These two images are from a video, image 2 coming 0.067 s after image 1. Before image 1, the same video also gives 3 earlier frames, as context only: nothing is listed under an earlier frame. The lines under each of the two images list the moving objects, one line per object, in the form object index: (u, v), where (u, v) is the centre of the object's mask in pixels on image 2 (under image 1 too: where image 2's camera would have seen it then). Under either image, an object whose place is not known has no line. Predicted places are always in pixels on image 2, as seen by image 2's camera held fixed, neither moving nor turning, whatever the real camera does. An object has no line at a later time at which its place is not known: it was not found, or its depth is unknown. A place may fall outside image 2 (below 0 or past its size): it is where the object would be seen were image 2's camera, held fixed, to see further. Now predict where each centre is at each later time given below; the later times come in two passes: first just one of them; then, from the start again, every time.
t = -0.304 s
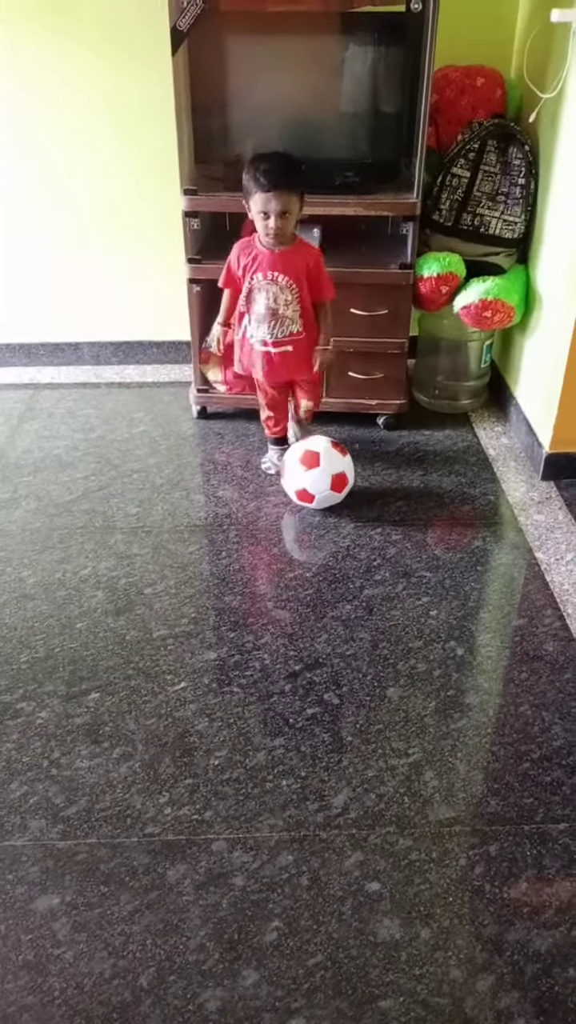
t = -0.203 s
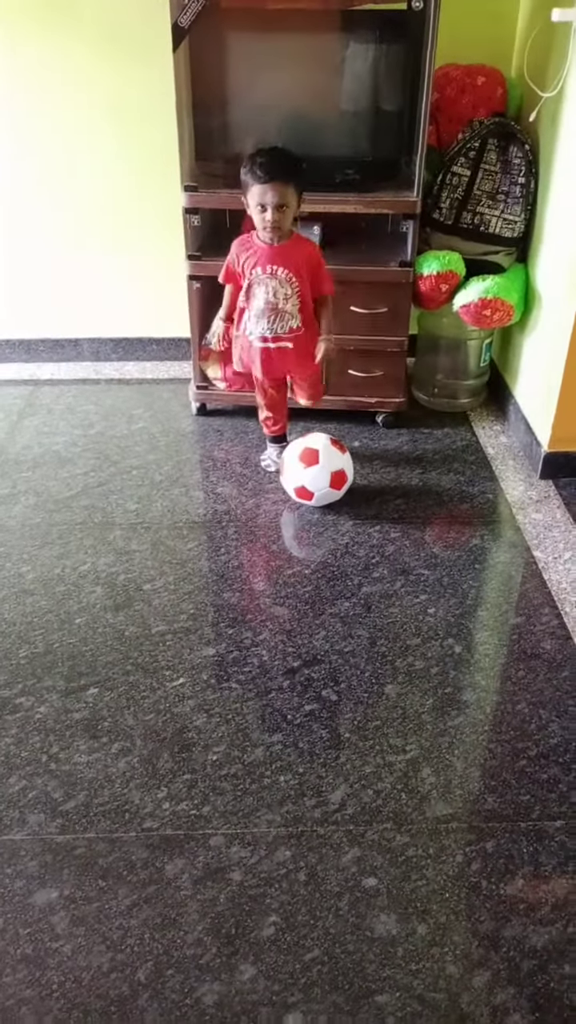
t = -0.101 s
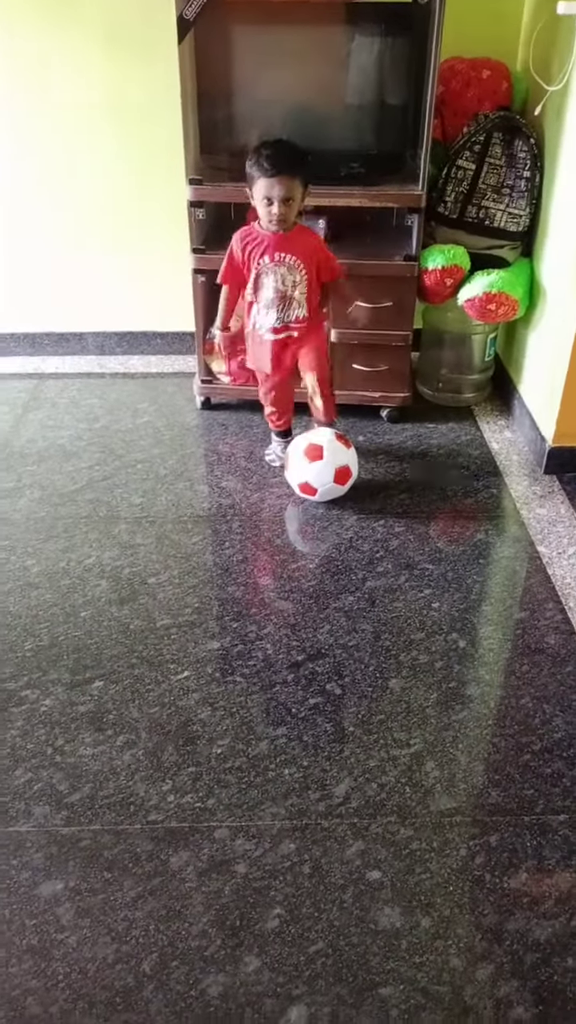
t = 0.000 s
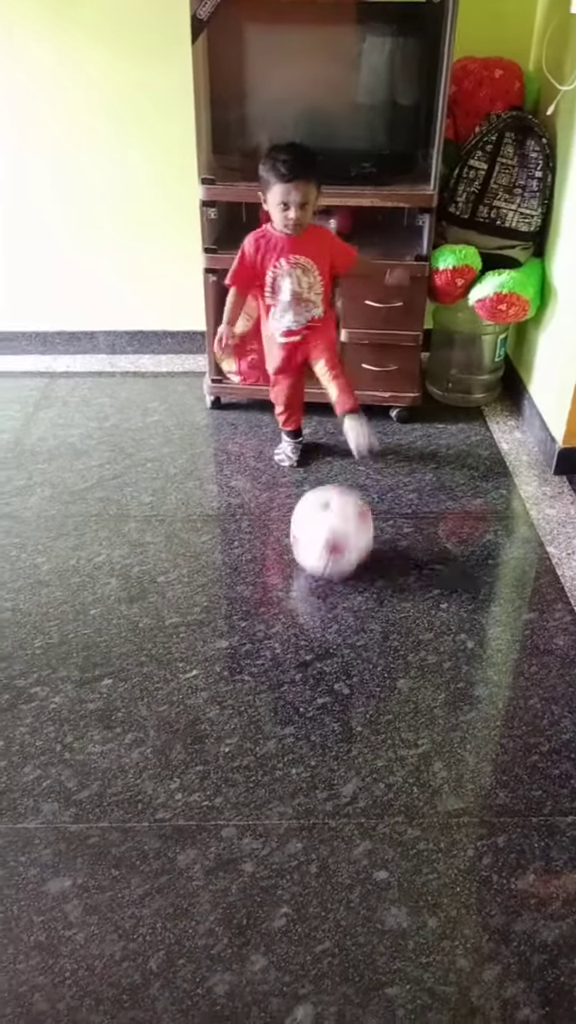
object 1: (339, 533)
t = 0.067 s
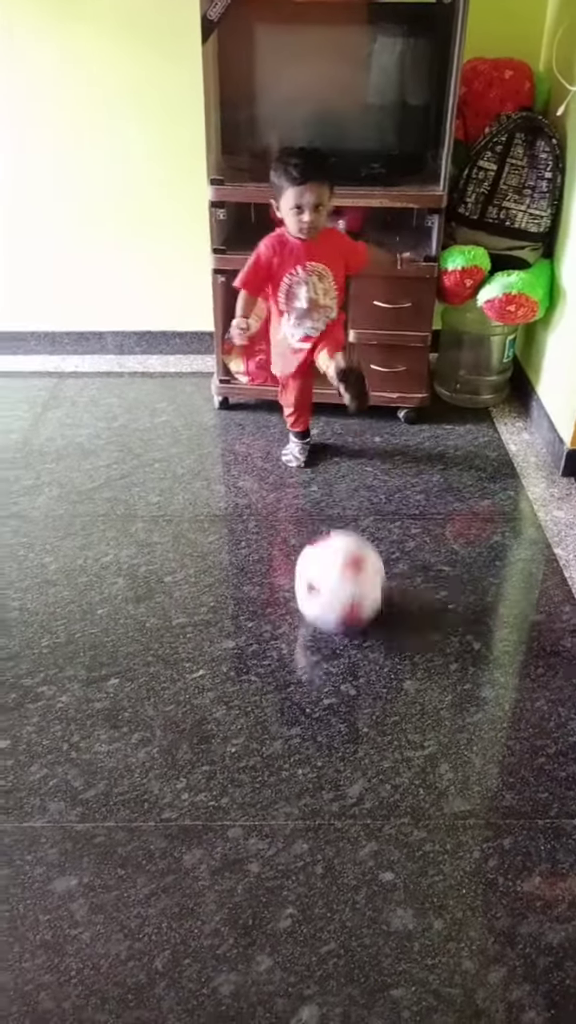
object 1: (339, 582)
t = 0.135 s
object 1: (342, 640)
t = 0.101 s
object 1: (340, 610)
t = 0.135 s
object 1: (342, 640)
